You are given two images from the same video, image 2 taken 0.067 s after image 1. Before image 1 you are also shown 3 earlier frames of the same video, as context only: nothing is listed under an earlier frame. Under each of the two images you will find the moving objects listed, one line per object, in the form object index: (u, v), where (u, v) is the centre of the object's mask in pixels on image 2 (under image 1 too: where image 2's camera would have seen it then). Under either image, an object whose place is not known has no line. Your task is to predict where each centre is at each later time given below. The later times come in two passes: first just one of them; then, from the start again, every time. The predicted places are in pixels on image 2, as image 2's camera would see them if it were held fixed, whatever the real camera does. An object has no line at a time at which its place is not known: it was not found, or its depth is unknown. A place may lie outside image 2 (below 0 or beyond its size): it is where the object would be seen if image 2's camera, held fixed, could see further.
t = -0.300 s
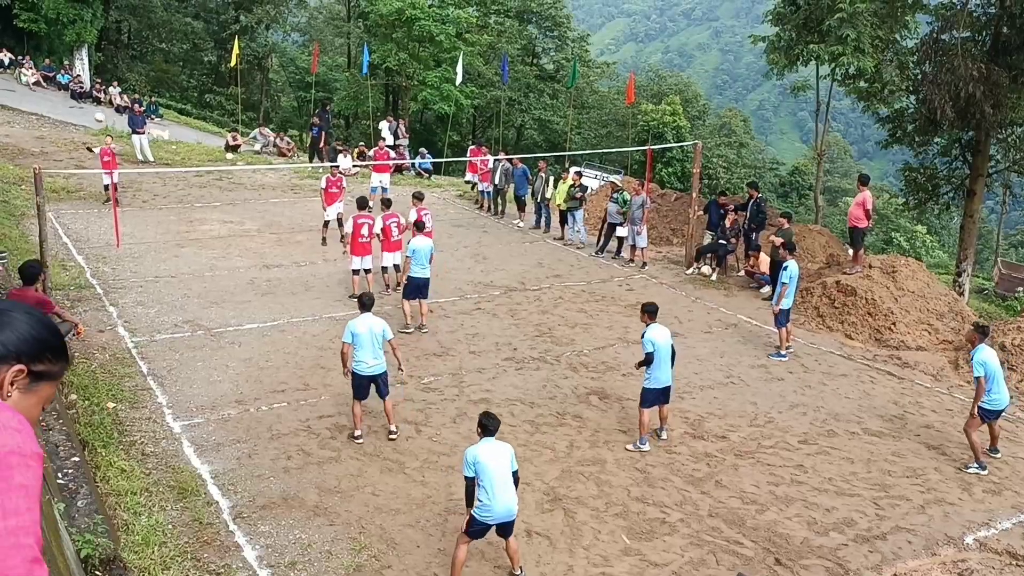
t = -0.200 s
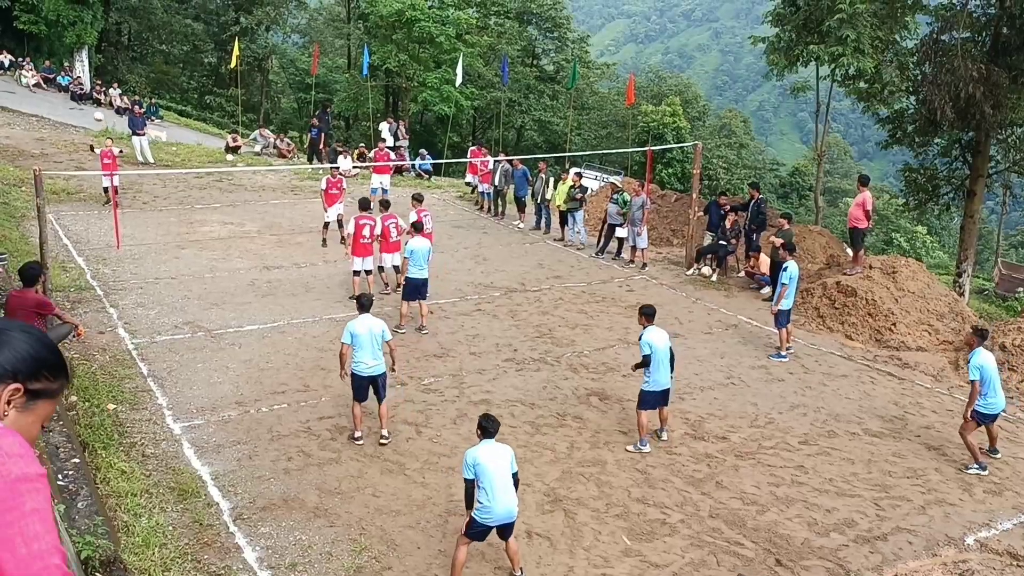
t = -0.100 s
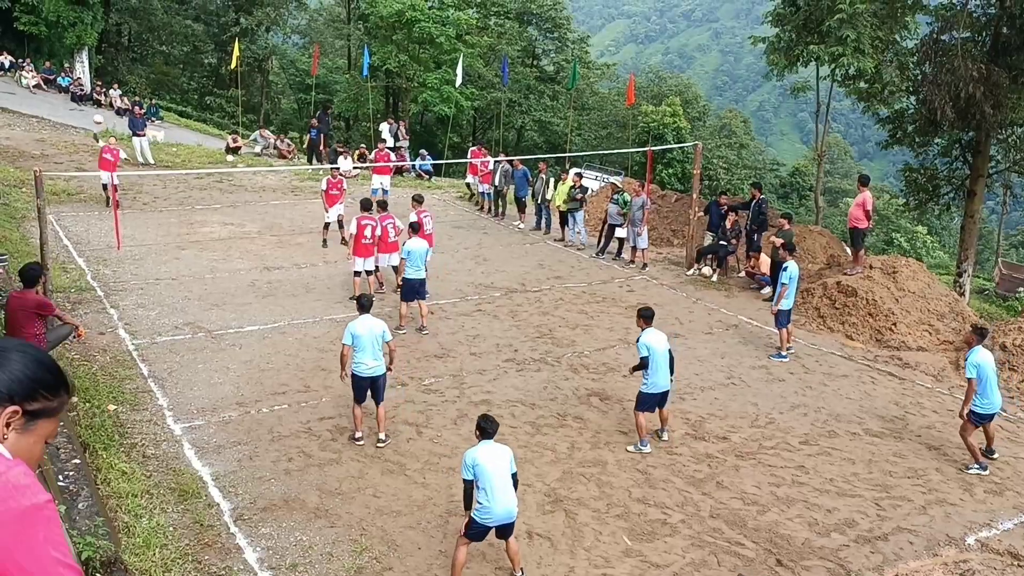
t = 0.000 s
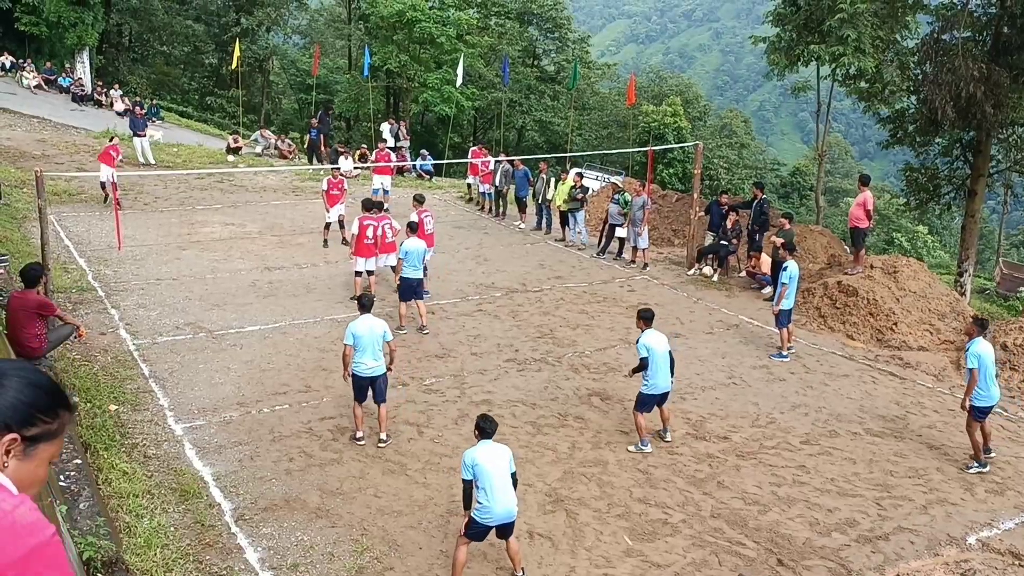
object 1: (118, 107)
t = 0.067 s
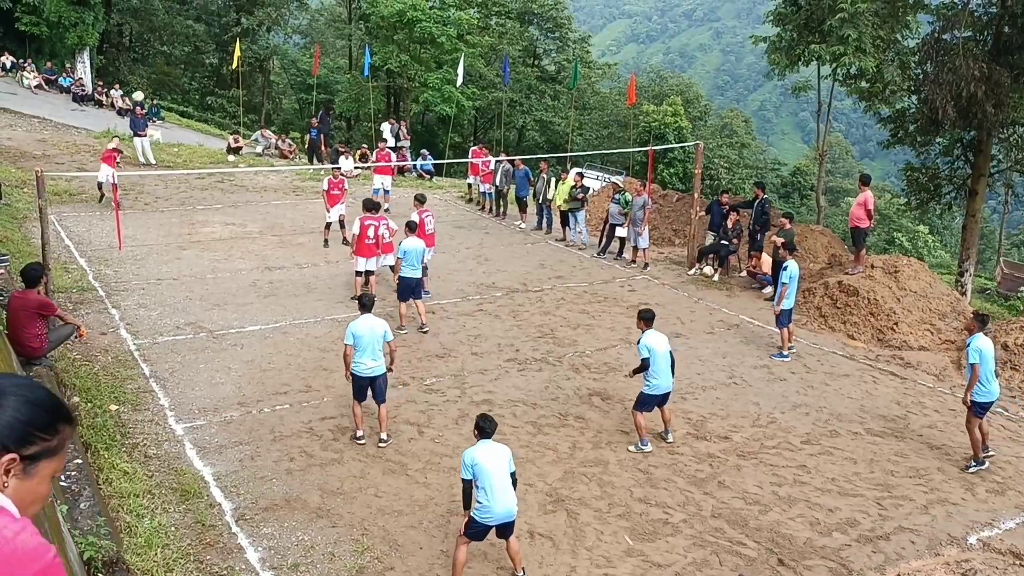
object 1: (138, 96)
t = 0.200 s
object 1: (178, 78)
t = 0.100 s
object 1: (148, 91)
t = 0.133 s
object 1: (158, 86)
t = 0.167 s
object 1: (168, 82)
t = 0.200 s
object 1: (178, 78)
